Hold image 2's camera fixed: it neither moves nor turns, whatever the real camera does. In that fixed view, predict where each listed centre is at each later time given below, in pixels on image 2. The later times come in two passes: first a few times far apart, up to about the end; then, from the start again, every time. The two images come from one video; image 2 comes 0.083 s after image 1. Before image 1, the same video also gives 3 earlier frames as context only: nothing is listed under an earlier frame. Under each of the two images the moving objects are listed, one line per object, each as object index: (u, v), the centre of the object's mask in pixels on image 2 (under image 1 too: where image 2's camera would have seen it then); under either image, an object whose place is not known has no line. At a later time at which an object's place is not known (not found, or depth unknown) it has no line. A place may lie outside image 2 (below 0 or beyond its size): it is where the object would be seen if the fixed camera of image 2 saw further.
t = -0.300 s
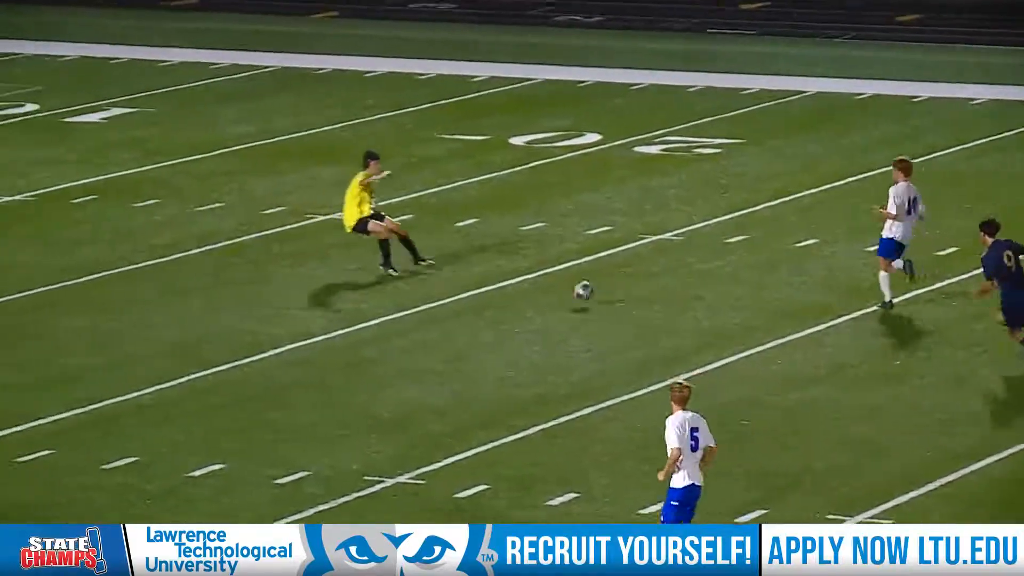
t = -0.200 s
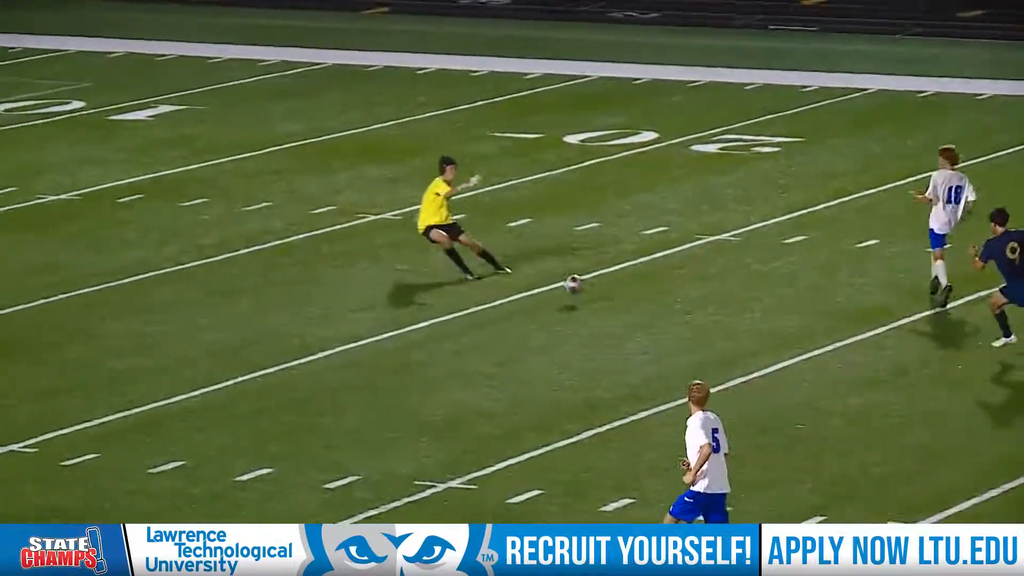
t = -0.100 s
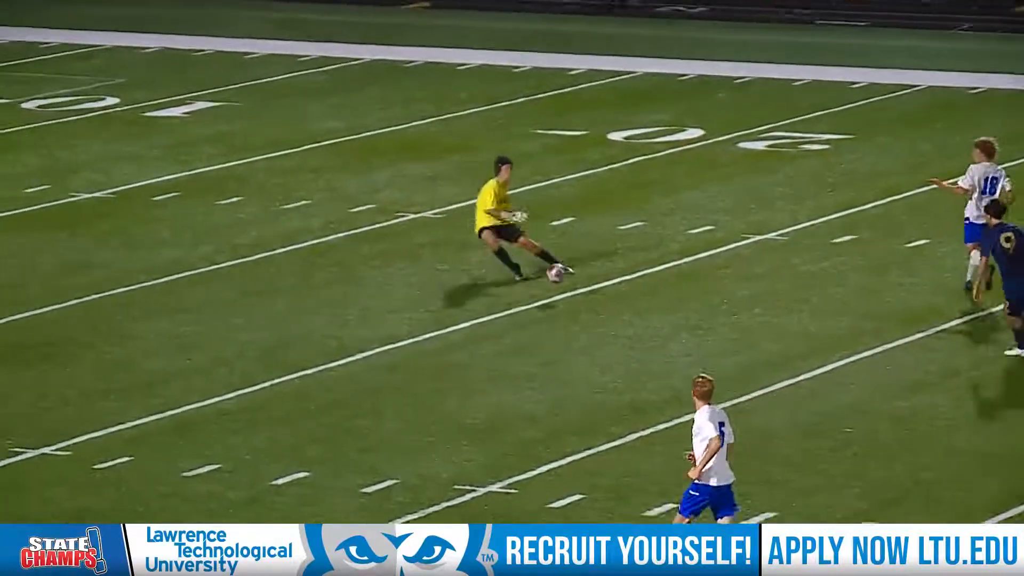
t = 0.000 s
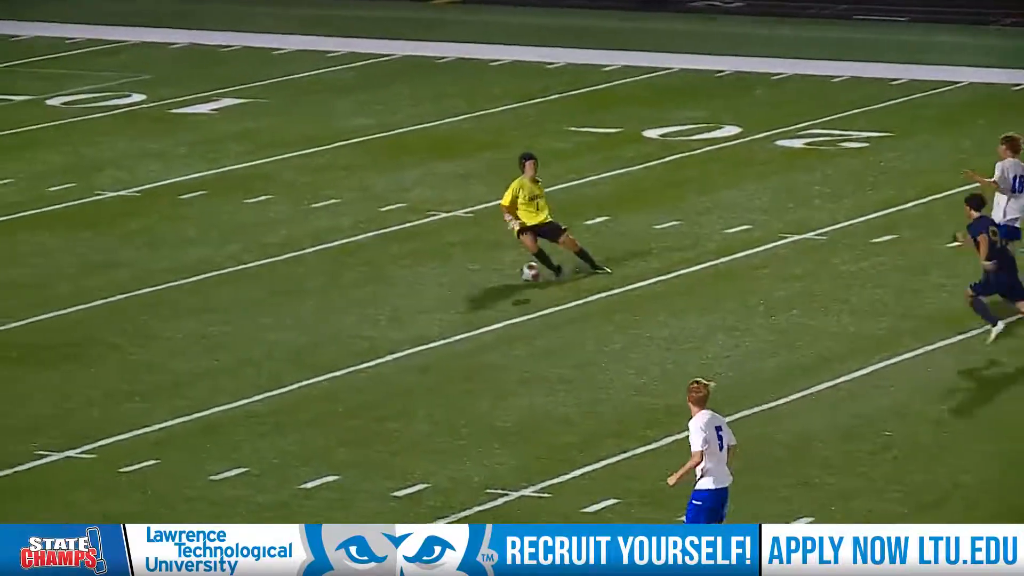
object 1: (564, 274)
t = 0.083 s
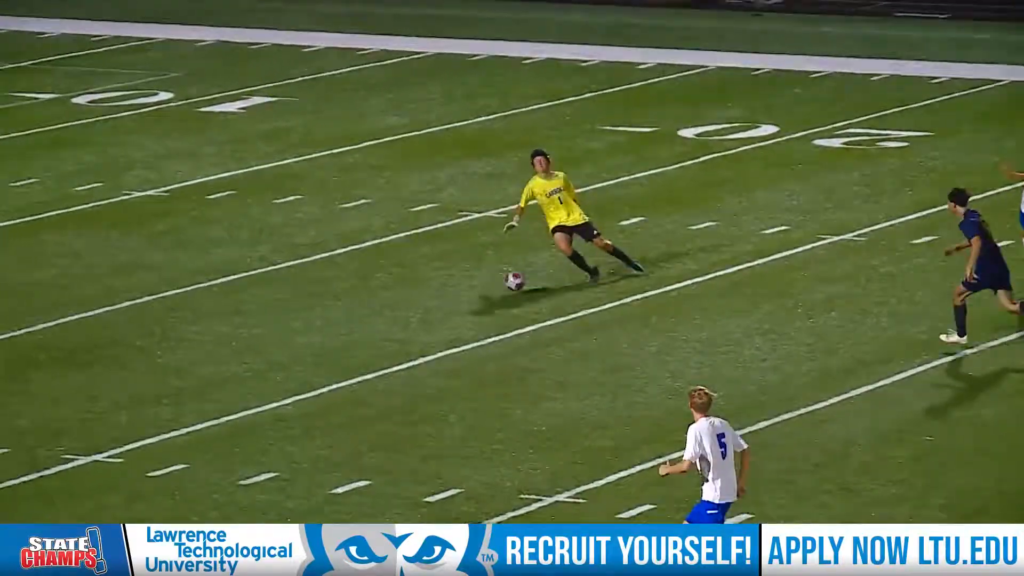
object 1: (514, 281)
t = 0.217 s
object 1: (436, 269)
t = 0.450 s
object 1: (305, 268)
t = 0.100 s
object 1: (505, 282)
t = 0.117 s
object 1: (496, 283)
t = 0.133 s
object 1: (485, 281)
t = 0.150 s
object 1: (476, 278)
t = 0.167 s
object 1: (466, 275)
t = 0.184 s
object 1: (456, 273)
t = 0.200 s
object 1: (446, 271)
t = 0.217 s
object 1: (436, 269)
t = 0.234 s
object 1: (427, 269)
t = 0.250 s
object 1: (417, 268)
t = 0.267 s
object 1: (408, 267)
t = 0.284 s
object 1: (398, 266)
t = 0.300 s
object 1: (389, 266)
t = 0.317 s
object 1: (379, 266)
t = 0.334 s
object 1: (370, 266)
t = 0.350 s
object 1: (361, 267)
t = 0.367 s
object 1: (351, 268)
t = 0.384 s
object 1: (342, 269)
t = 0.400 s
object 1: (332, 271)
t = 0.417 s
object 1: (323, 271)
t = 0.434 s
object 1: (315, 270)
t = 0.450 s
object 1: (305, 268)
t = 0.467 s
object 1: (296, 266)
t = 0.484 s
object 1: (288, 264)
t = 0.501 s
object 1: (278, 263)
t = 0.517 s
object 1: (269, 262)
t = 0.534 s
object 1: (259, 261)
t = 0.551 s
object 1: (251, 261)
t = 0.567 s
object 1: (242, 261)
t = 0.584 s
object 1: (234, 260)
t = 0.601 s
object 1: (225, 262)
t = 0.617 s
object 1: (216, 262)
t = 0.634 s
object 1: (207, 264)
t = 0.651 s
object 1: (198, 264)
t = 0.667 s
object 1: (190, 262)
